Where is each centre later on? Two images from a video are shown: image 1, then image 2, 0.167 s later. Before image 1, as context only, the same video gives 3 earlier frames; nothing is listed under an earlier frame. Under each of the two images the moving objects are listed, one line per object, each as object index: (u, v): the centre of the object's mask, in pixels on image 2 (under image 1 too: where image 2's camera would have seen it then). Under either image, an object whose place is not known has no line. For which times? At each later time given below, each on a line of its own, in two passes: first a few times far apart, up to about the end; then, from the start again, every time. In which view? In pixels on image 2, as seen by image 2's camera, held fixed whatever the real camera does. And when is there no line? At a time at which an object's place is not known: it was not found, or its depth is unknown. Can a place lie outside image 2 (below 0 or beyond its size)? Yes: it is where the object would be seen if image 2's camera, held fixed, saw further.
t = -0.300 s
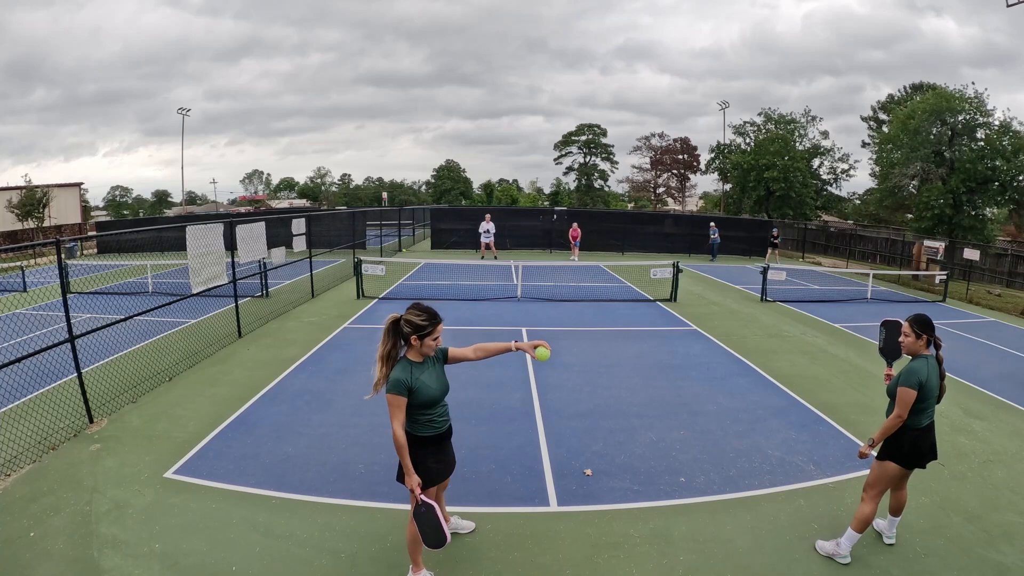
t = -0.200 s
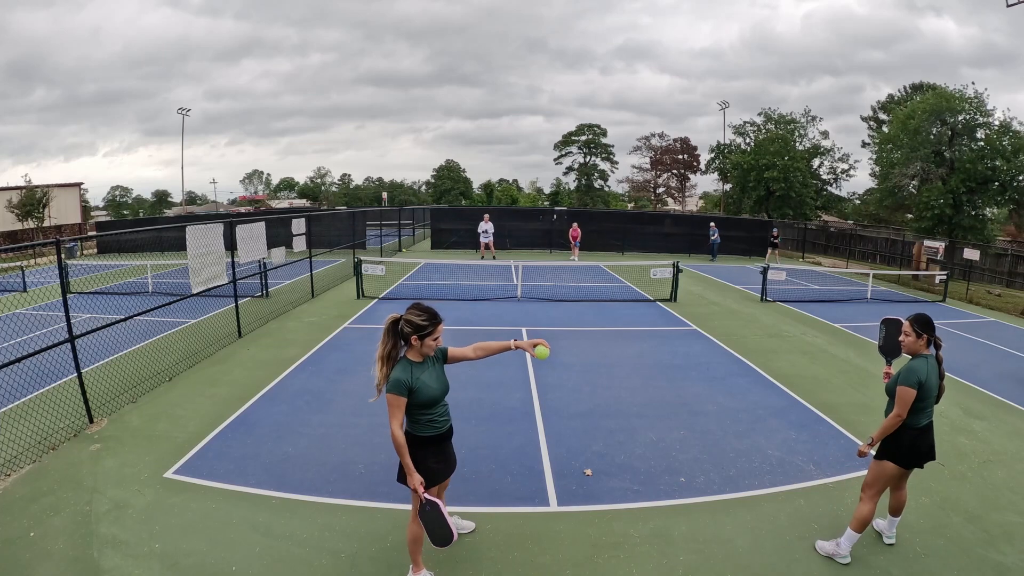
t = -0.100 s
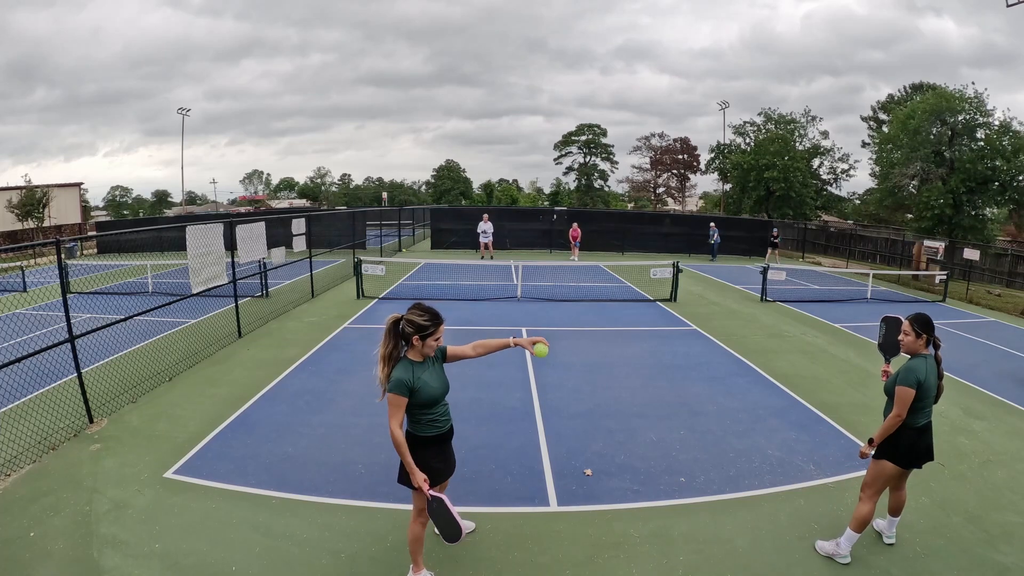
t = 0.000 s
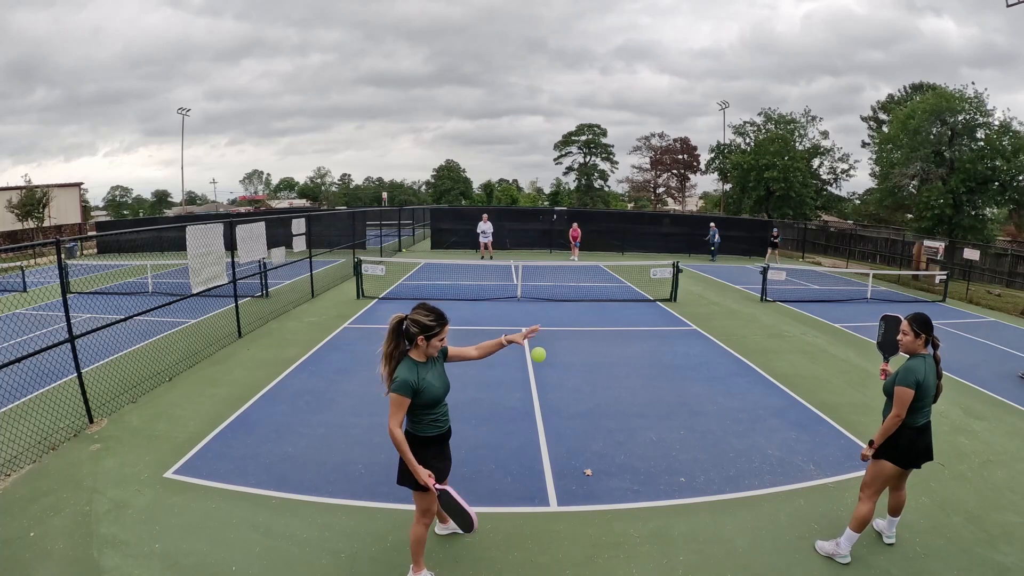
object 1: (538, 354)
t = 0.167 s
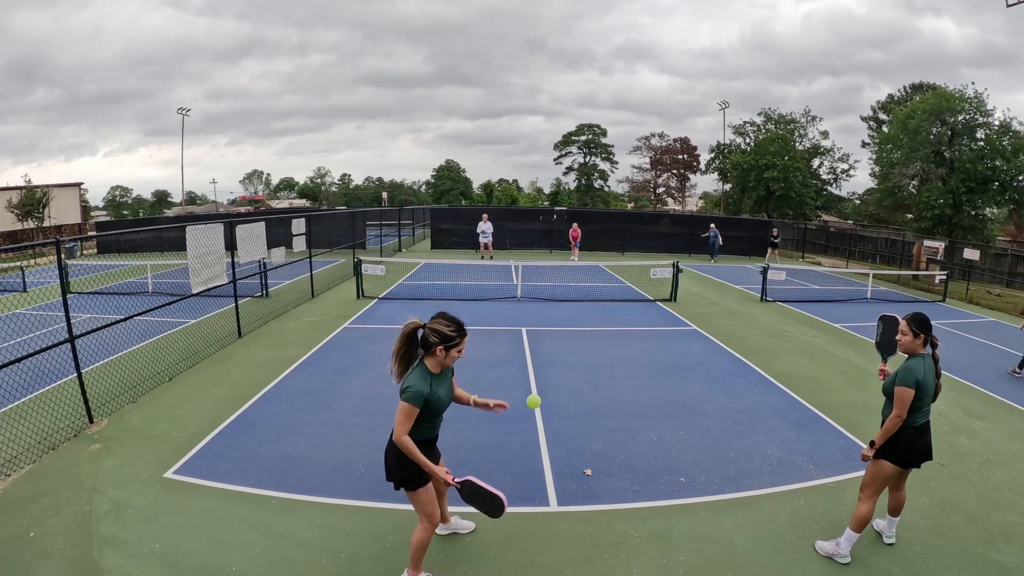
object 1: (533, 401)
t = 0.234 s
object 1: (531, 432)
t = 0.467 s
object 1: (524, 544)
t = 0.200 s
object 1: (532, 415)
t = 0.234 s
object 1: (531, 432)
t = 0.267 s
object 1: (530, 449)
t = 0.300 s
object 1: (529, 467)
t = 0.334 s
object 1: (528, 485)
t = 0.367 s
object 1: (527, 504)
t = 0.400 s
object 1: (525, 524)
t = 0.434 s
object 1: (524, 543)
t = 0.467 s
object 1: (524, 544)
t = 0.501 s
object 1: (525, 532)
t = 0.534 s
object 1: (525, 522)
